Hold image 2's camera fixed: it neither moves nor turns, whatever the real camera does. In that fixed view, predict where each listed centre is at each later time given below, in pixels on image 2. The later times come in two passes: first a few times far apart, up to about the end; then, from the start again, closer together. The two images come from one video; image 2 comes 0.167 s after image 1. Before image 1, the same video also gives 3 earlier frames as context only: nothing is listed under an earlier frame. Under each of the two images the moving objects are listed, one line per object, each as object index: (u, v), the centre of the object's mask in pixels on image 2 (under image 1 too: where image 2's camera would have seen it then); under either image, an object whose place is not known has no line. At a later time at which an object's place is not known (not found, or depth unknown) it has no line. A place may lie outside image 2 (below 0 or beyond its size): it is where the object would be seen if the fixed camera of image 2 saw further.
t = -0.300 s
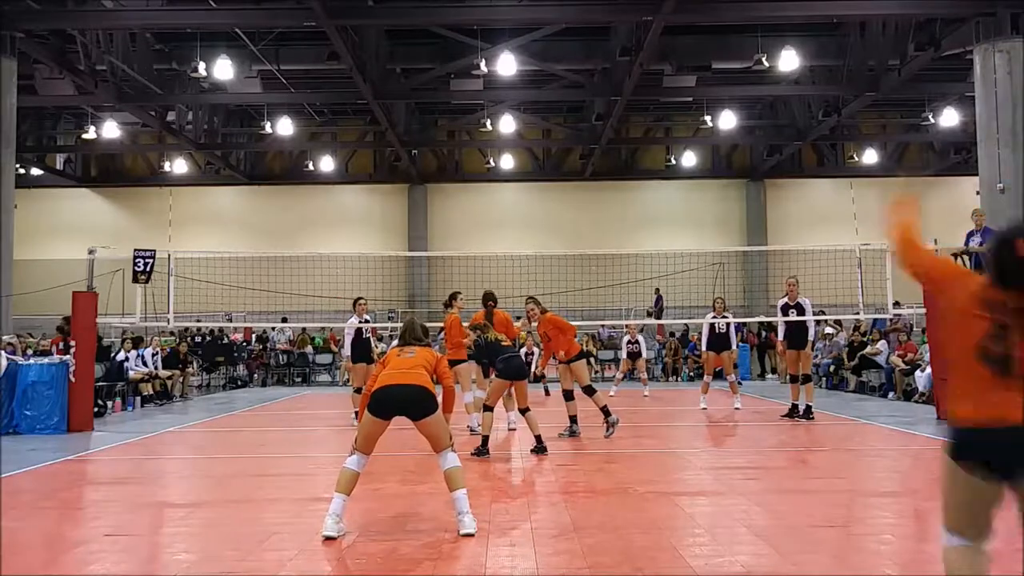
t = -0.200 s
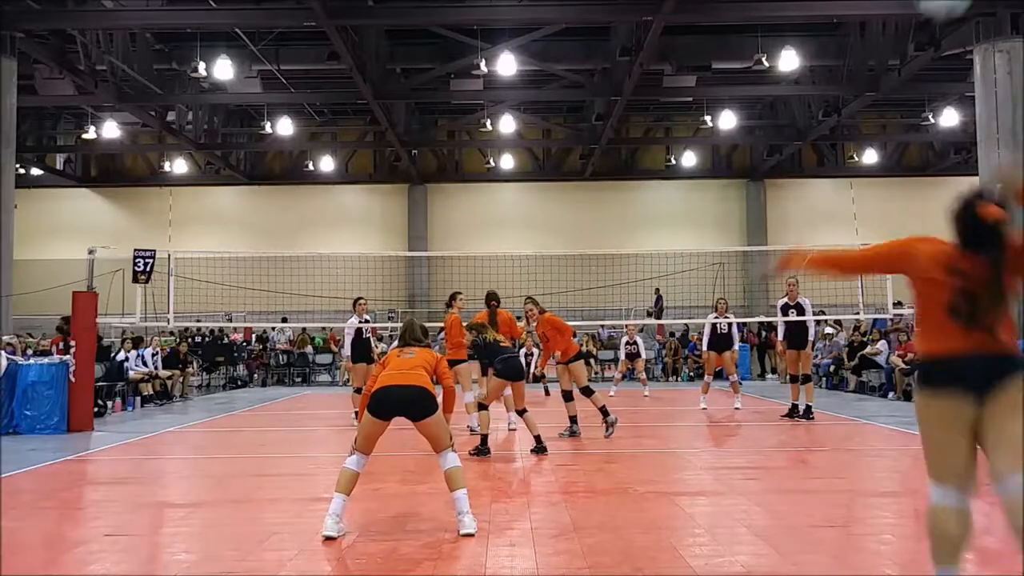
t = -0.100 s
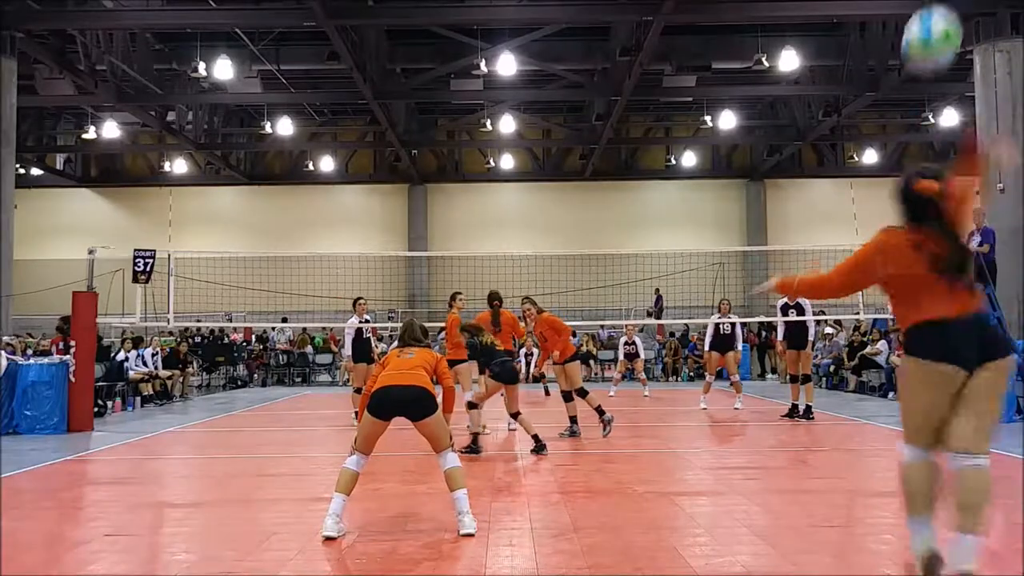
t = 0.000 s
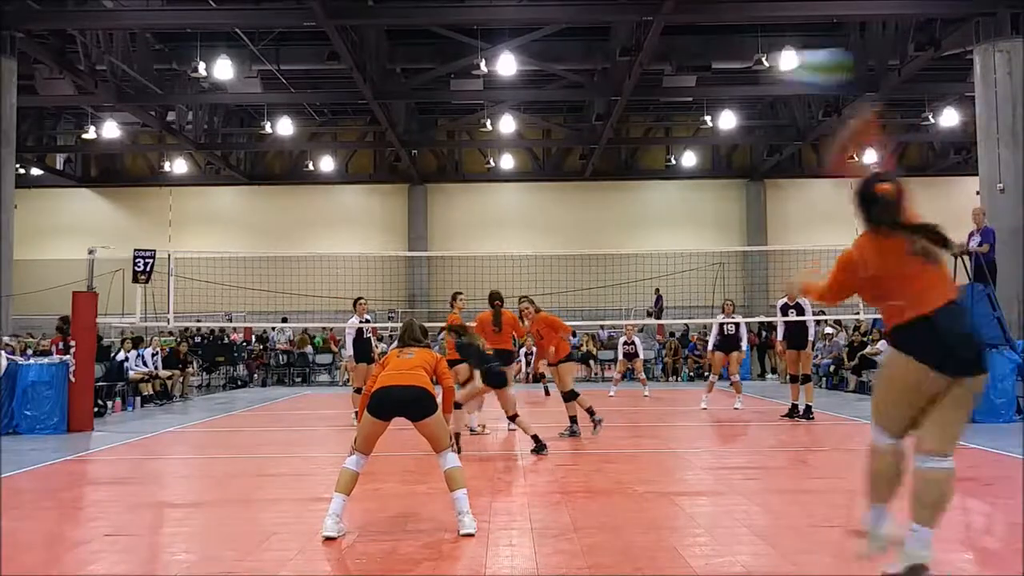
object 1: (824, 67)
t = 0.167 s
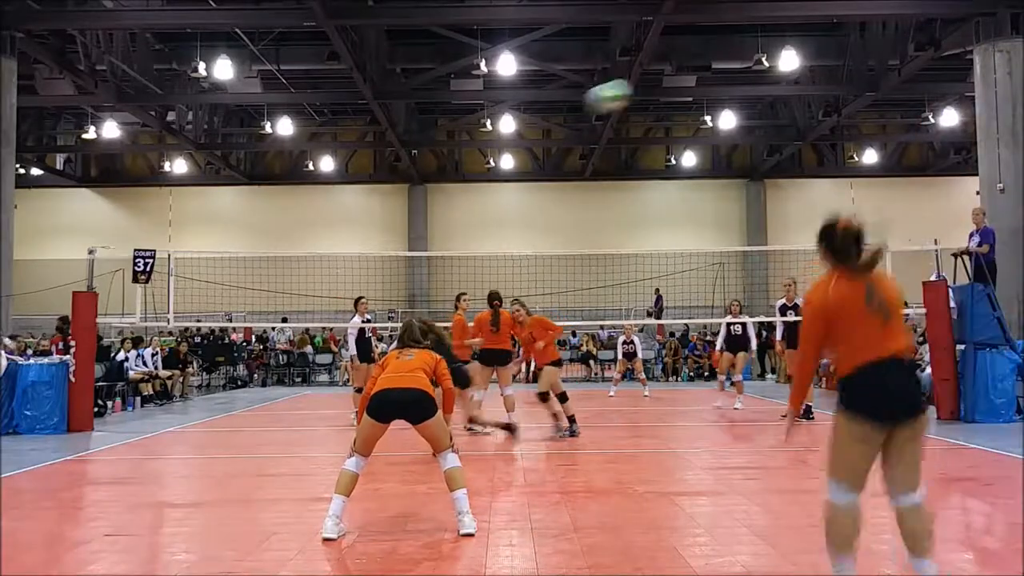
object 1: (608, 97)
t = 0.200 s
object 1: (585, 105)
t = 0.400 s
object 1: (480, 160)
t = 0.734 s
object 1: (385, 262)
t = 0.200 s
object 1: (585, 105)
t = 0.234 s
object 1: (562, 113)
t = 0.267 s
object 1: (543, 122)
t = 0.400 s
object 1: (480, 160)
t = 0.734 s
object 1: (385, 262)
